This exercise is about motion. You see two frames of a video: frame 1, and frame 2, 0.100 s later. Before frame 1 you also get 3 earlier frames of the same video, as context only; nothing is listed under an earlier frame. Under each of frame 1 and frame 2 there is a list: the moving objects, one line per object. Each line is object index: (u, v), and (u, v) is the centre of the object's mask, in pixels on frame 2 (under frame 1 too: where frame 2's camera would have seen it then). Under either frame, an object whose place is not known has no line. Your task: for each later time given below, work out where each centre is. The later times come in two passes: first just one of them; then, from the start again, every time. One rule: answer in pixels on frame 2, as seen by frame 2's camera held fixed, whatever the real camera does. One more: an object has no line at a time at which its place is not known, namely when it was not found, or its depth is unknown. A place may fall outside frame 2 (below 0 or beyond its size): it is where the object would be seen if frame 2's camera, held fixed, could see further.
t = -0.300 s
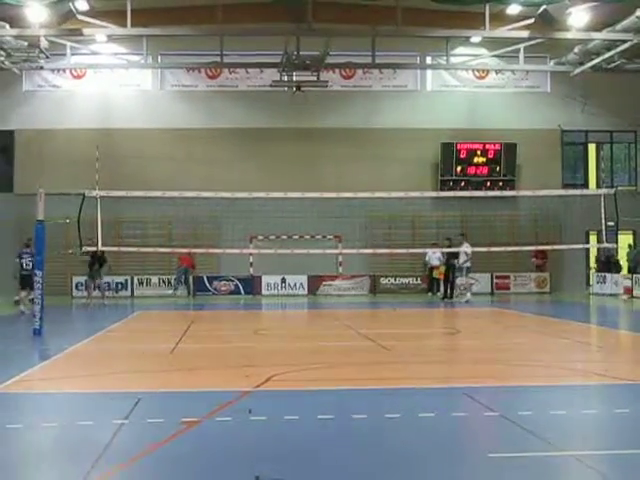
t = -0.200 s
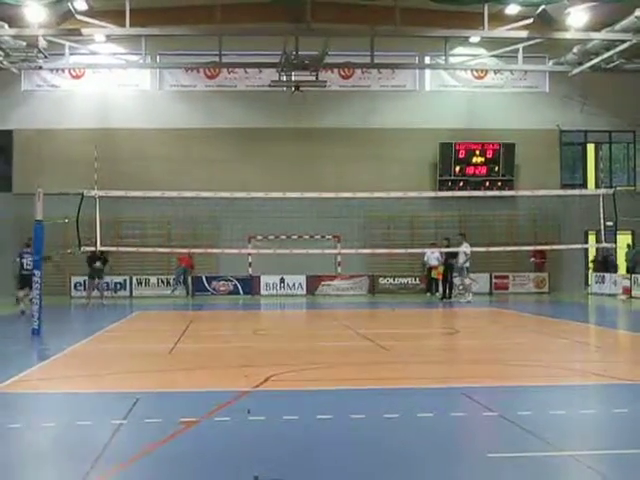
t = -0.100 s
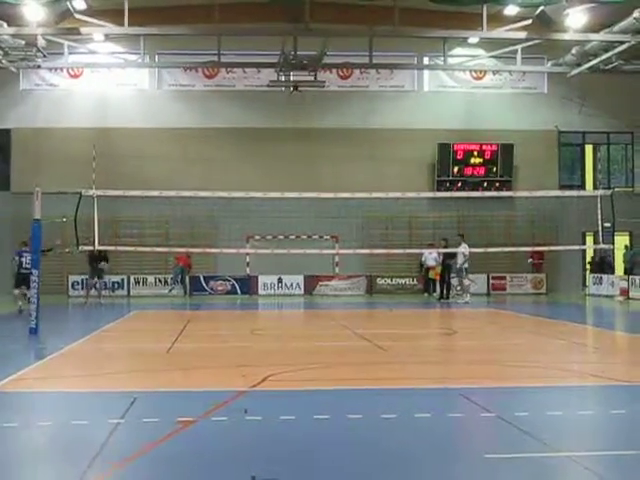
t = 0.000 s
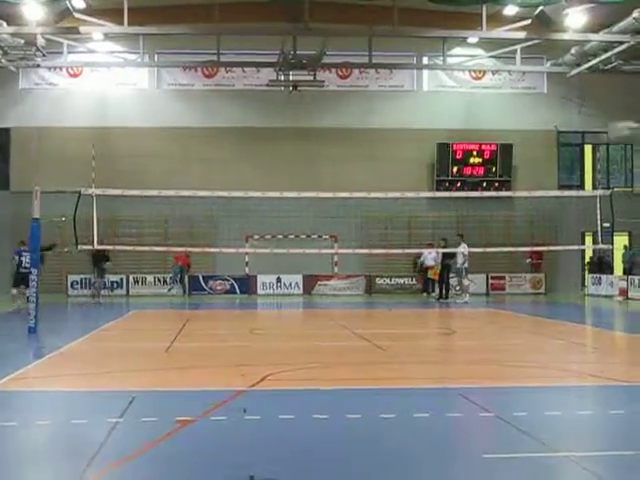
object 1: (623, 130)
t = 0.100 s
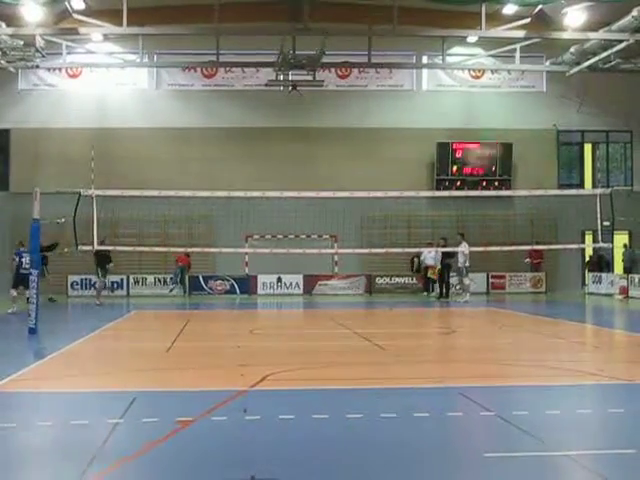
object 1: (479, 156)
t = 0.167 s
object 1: (381, 180)
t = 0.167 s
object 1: (381, 180)
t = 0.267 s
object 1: (235, 230)
